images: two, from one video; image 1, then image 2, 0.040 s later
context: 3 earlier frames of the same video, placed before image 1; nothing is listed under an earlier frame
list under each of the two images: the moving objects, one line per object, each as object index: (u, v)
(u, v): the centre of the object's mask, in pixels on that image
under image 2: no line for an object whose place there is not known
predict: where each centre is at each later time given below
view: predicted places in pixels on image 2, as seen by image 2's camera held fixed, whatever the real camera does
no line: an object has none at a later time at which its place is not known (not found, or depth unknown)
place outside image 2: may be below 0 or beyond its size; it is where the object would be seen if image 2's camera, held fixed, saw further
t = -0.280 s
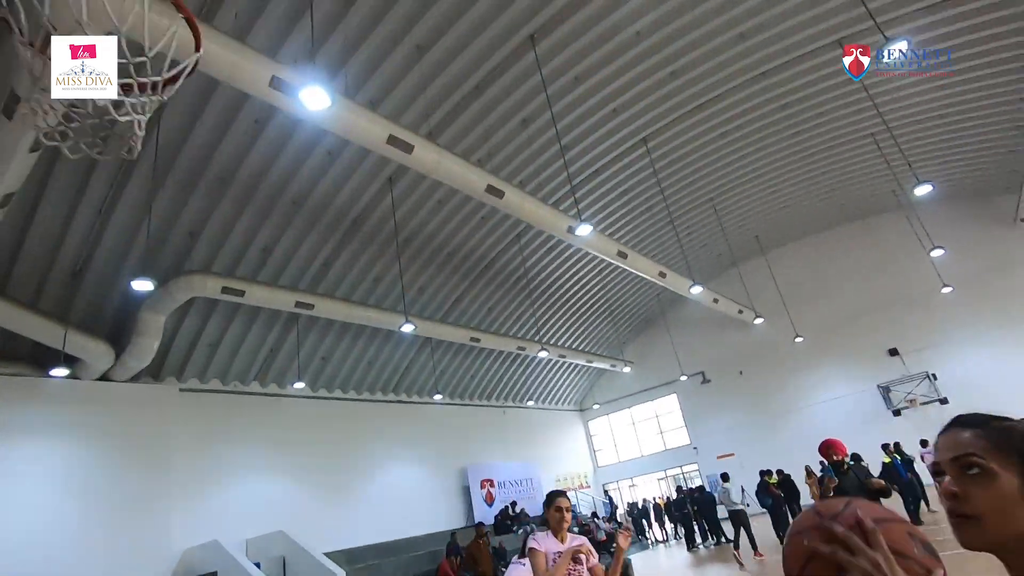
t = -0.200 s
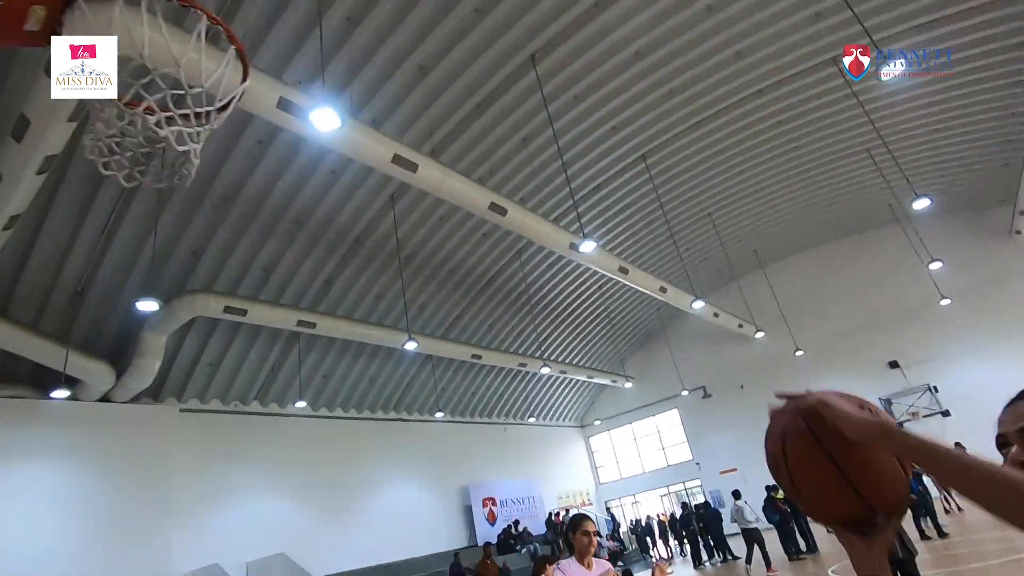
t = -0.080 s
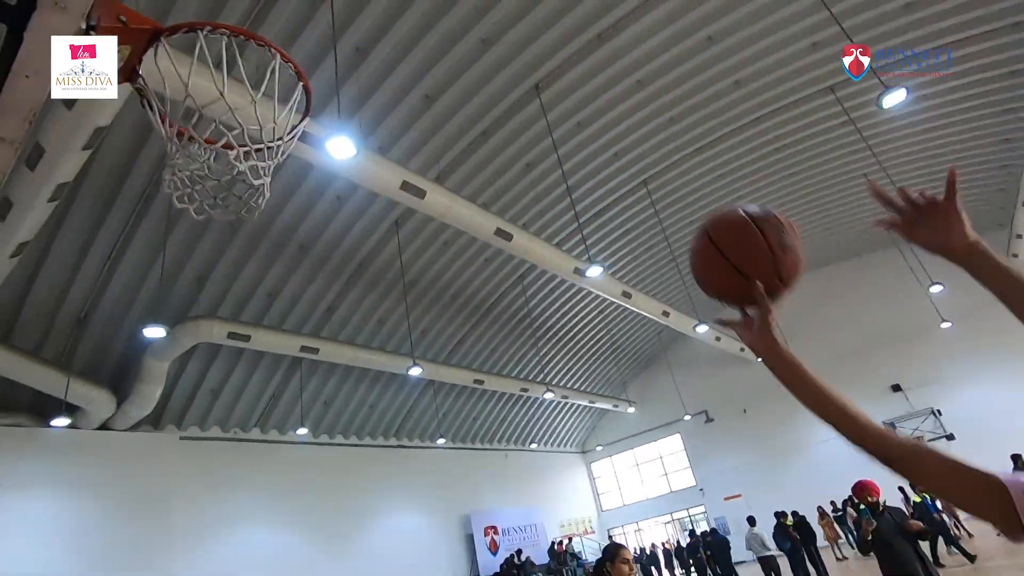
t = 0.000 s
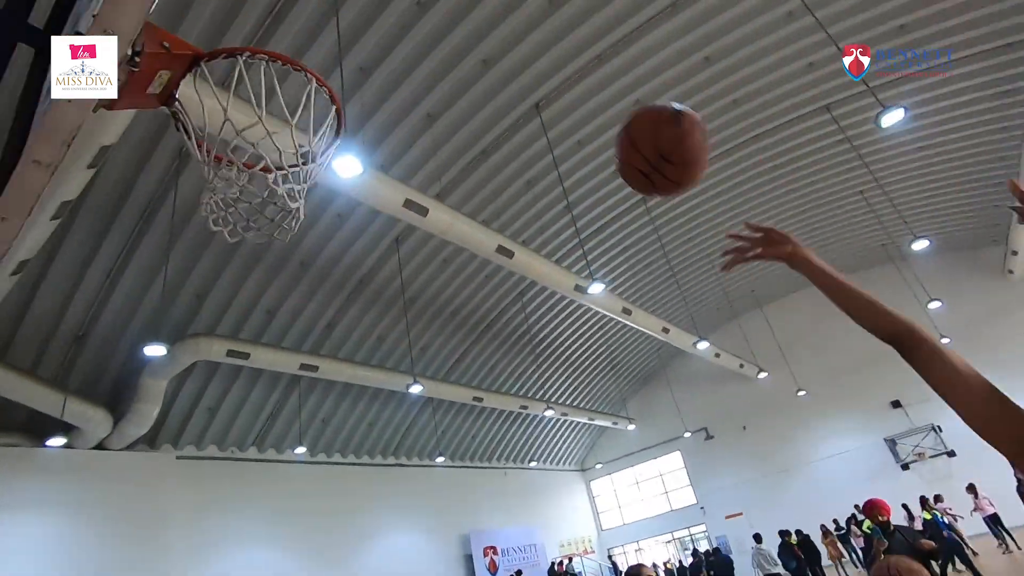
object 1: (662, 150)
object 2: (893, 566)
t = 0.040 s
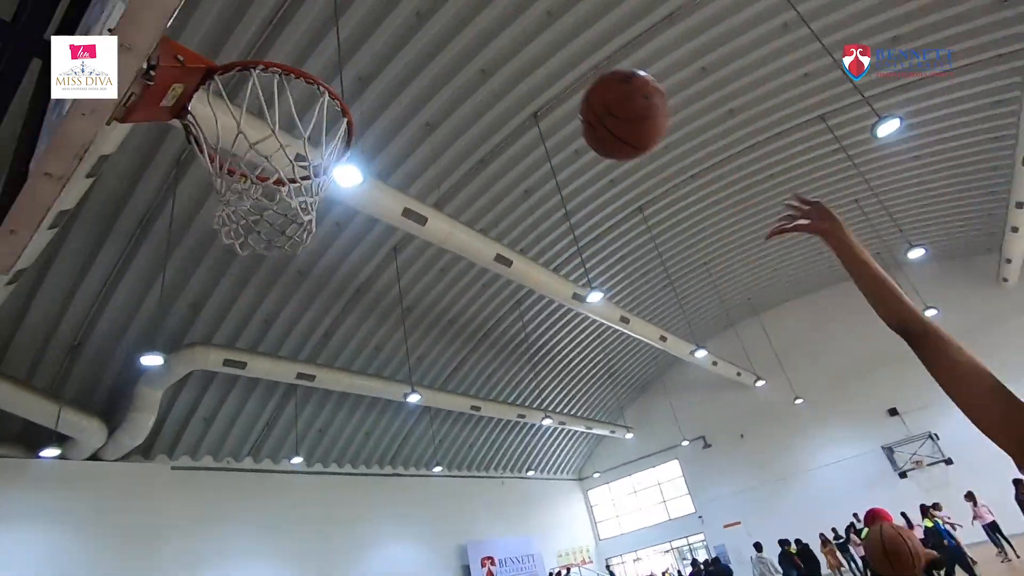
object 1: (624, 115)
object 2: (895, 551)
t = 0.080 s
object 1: (589, 76)
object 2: (885, 514)
